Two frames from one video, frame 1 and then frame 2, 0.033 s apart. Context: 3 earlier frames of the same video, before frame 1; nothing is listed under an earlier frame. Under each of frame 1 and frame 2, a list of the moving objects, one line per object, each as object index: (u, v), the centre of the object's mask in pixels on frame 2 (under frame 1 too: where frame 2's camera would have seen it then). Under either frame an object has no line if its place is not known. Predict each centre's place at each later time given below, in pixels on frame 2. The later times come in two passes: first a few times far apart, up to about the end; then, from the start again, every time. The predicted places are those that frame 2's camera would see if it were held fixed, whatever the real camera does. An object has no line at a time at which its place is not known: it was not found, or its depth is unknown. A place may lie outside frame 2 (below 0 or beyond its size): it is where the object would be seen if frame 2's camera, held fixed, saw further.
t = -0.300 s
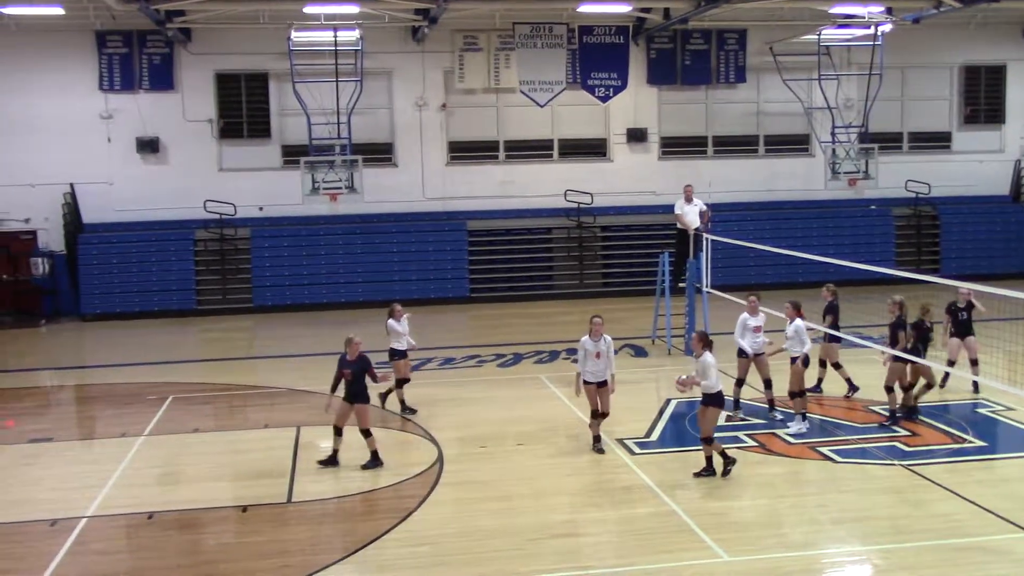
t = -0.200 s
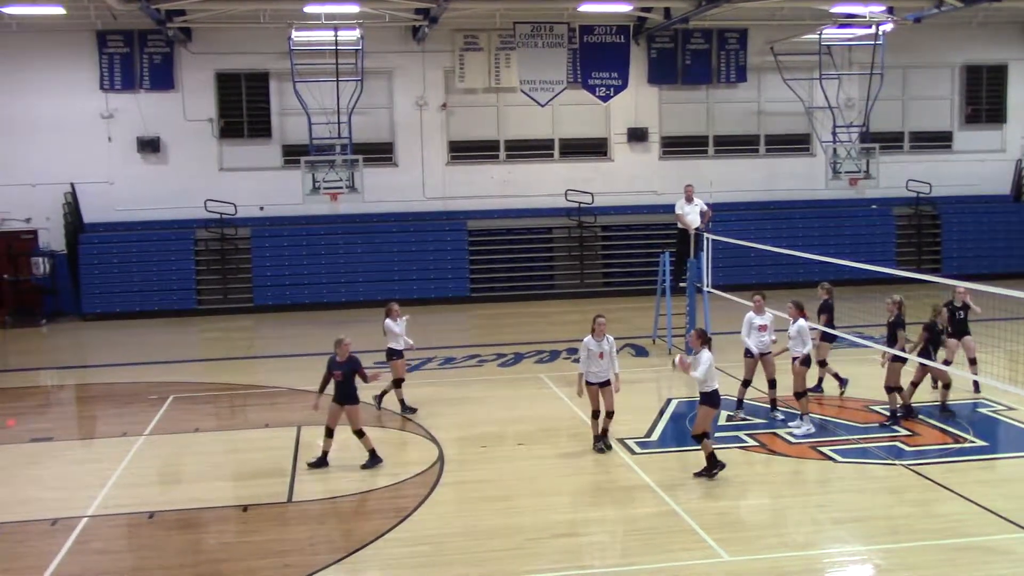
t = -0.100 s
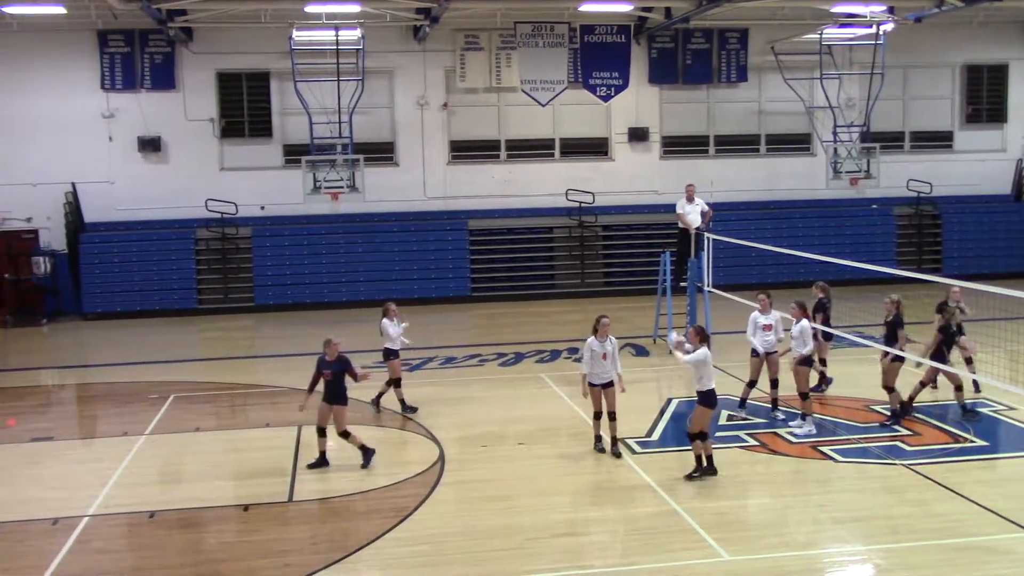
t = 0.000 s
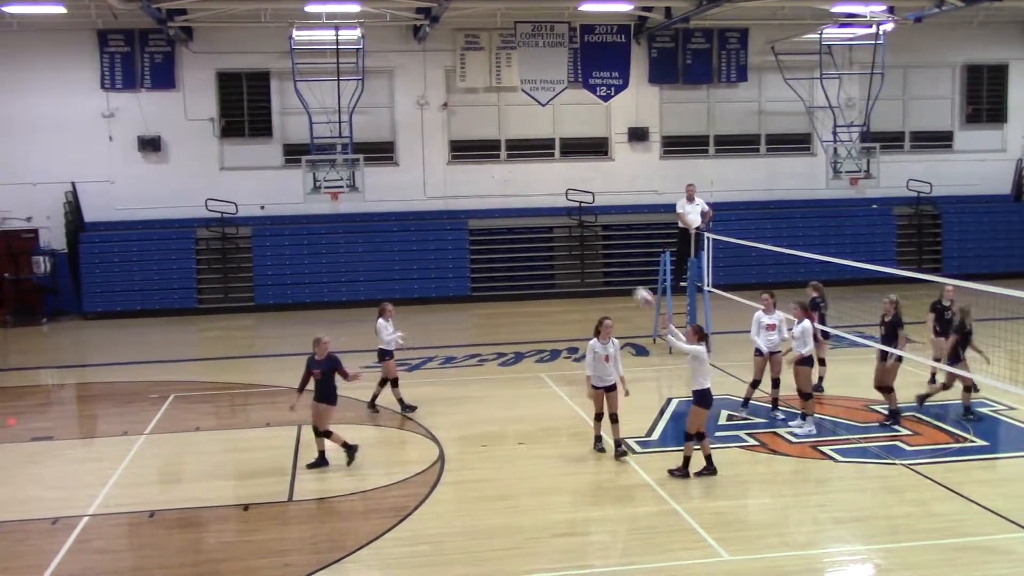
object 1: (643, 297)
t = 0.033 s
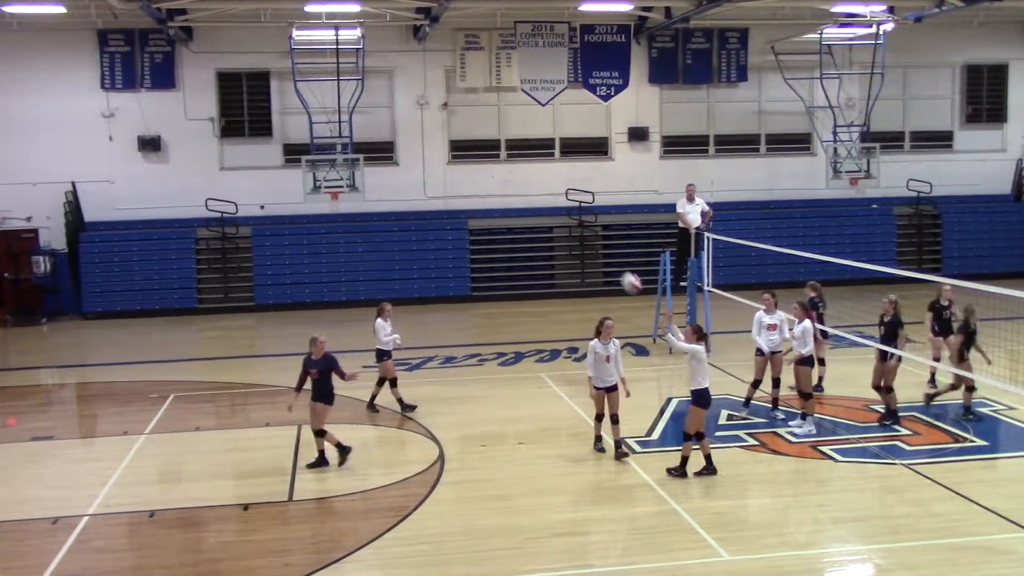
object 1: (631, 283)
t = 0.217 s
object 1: (563, 220)
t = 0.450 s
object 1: (481, 186)
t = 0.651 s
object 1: (416, 192)
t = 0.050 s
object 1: (624, 275)
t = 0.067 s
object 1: (618, 269)
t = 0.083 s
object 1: (612, 263)
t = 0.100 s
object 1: (606, 257)
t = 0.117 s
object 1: (599, 251)
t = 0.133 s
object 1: (594, 246)
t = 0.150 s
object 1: (587, 240)
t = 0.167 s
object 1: (581, 235)
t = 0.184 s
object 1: (575, 230)
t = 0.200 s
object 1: (569, 226)
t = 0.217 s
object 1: (563, 220)
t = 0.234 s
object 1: (557, 216)
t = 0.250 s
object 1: (552, 212)
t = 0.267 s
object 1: (546, 210)
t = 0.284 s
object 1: (539, 206)
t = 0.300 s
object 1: (533, 204)
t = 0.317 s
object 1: (527, 201)
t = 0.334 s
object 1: (521, 198)
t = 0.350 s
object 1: (516, 196)
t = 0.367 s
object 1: (510, 194)
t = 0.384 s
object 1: (503, 192)
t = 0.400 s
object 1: (498, 190)
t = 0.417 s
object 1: (493, 188)
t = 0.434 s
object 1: (487, 187)
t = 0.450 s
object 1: (481, 186)
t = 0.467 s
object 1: (475, 185)
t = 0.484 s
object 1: (469, 185)
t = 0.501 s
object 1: (464, 185)
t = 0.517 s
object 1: (458, 185)
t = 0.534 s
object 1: (453, 185)
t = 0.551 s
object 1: (447, 185)
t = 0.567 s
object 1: (442, 186)
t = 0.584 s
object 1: (436, 187)
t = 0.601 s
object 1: (432, 188)
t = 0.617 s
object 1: (425, 189)
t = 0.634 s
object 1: (420, 190)
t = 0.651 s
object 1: (416, 192)
